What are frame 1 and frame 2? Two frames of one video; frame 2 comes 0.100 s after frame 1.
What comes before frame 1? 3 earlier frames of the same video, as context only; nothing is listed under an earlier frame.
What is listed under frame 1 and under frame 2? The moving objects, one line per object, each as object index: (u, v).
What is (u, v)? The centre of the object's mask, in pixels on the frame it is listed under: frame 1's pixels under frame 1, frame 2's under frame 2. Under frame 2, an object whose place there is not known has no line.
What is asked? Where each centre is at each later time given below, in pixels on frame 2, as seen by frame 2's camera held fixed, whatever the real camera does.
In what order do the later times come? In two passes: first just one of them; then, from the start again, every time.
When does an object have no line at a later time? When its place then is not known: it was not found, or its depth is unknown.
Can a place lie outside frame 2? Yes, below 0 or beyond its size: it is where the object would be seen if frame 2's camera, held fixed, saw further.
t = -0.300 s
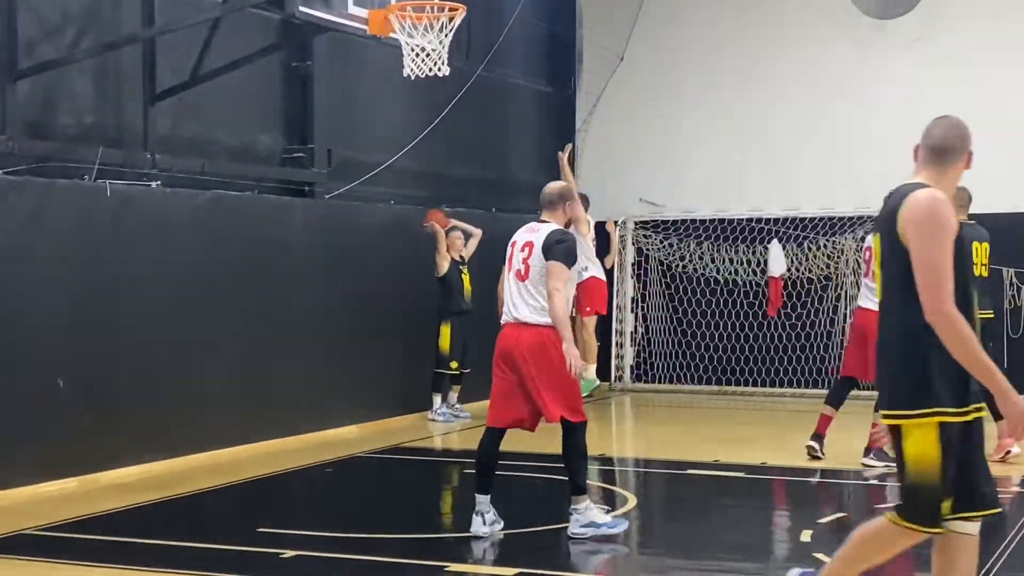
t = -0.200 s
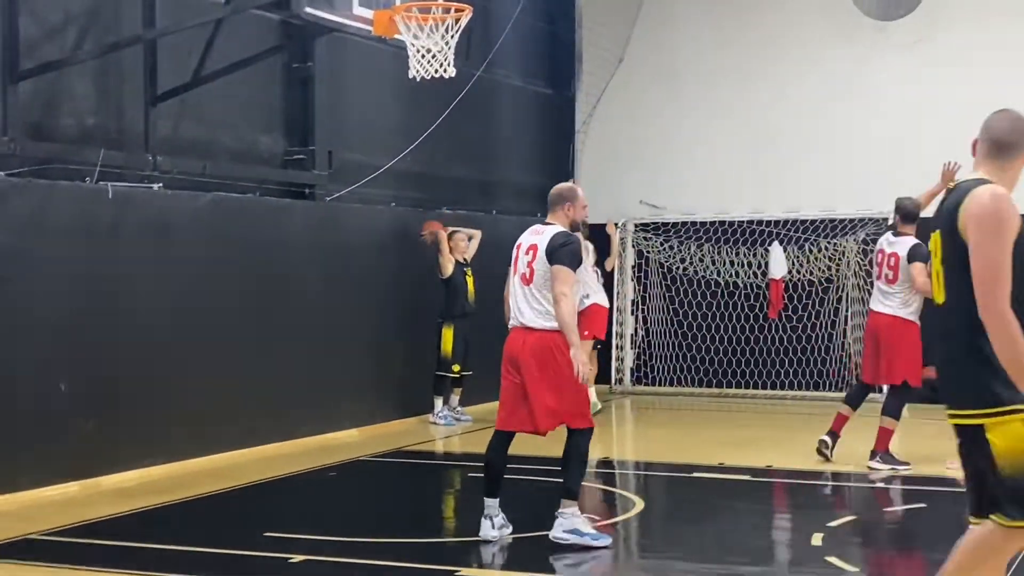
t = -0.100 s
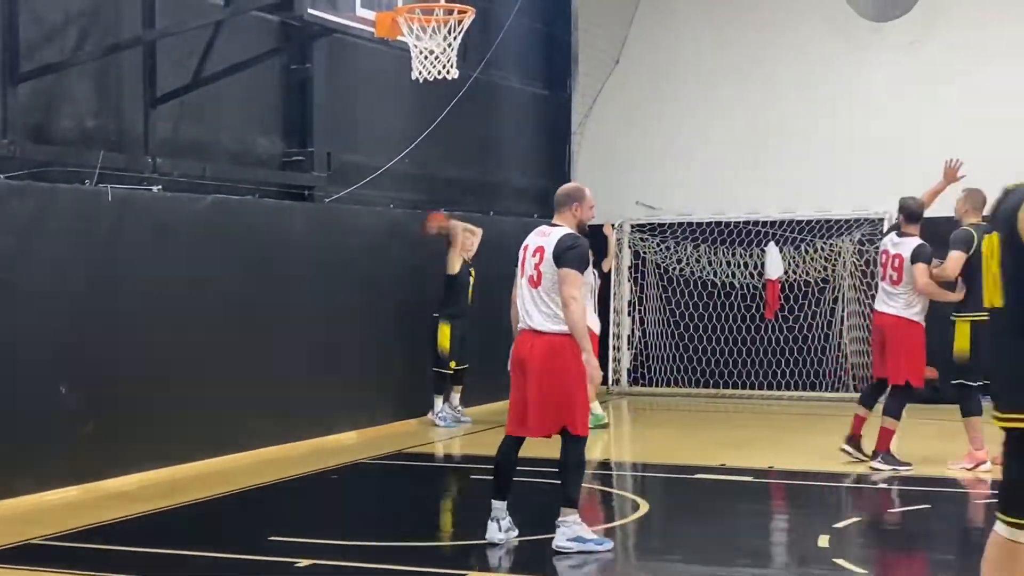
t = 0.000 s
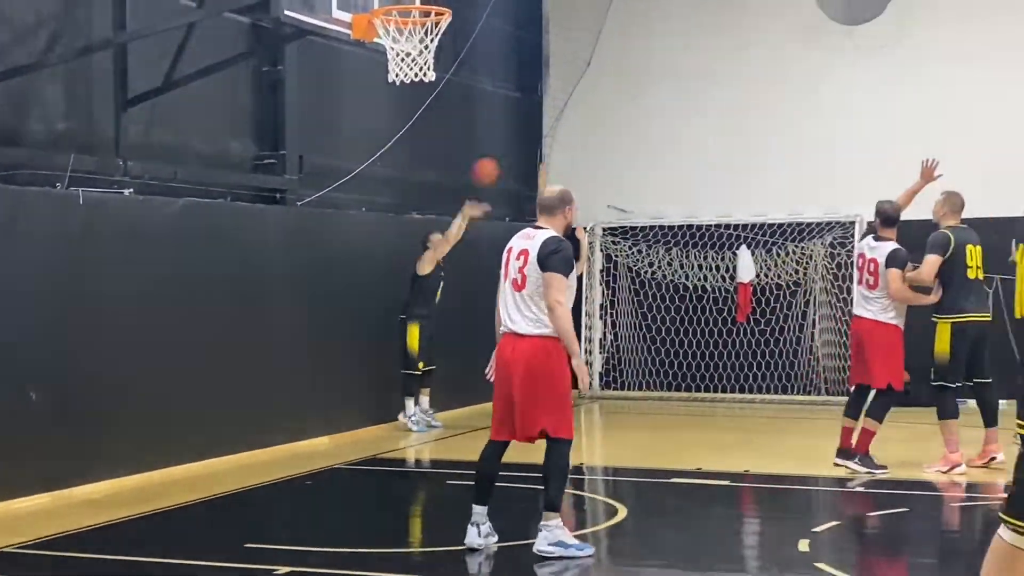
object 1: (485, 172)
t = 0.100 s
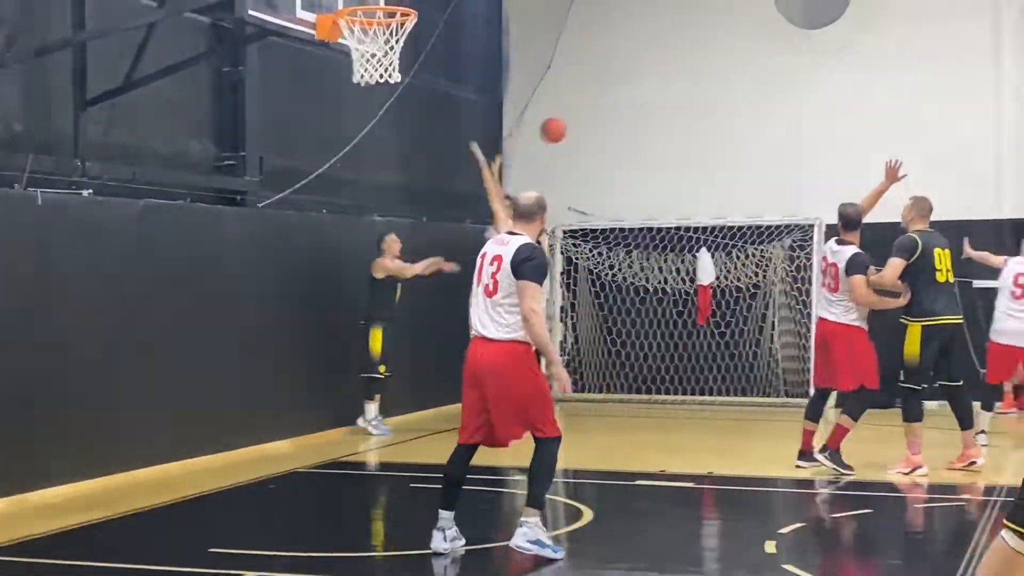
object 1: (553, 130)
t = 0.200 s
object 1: (657, 95)
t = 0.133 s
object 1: (589, 117)
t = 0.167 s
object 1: (623, 105)
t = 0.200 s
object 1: (657, 95)
